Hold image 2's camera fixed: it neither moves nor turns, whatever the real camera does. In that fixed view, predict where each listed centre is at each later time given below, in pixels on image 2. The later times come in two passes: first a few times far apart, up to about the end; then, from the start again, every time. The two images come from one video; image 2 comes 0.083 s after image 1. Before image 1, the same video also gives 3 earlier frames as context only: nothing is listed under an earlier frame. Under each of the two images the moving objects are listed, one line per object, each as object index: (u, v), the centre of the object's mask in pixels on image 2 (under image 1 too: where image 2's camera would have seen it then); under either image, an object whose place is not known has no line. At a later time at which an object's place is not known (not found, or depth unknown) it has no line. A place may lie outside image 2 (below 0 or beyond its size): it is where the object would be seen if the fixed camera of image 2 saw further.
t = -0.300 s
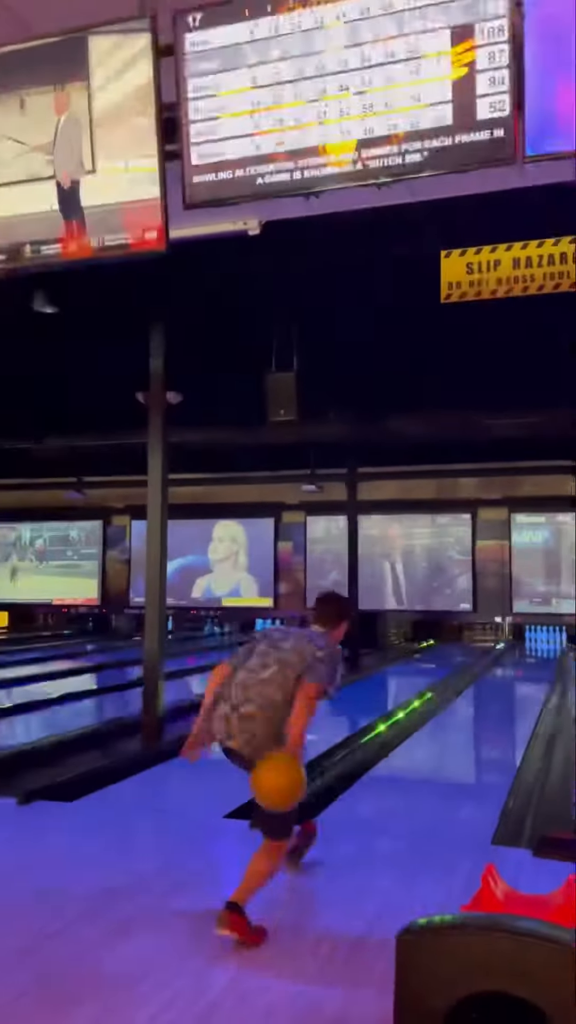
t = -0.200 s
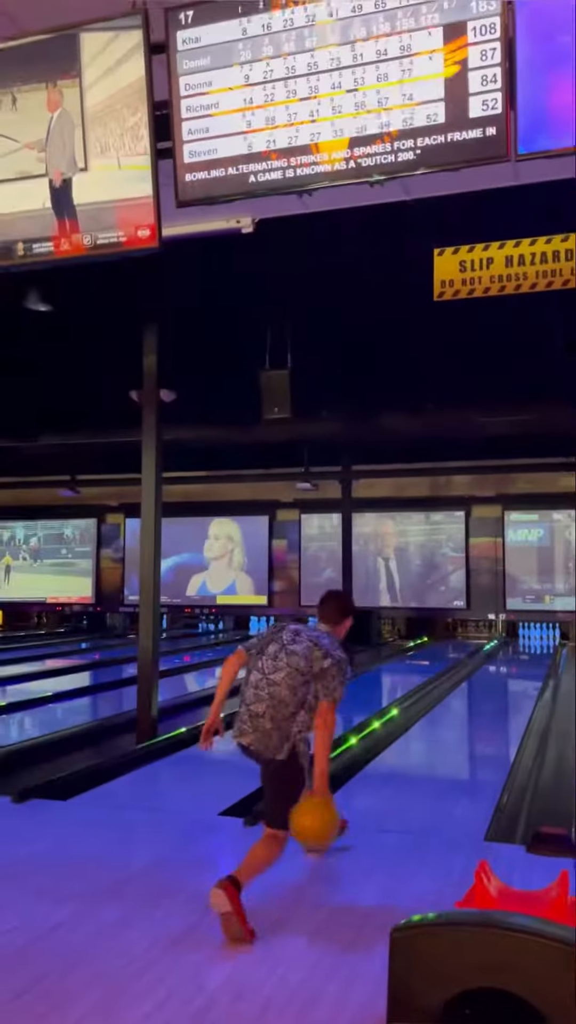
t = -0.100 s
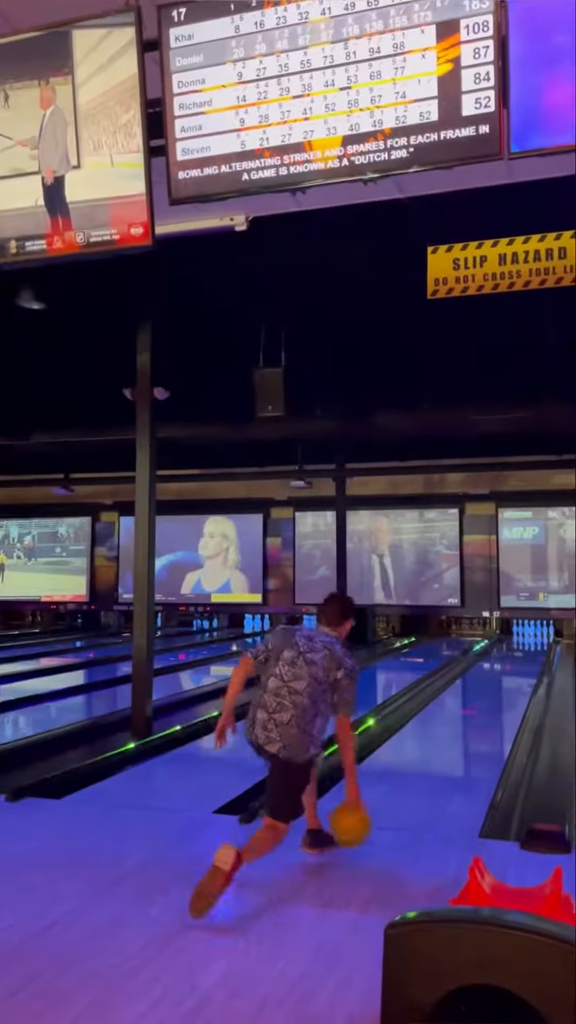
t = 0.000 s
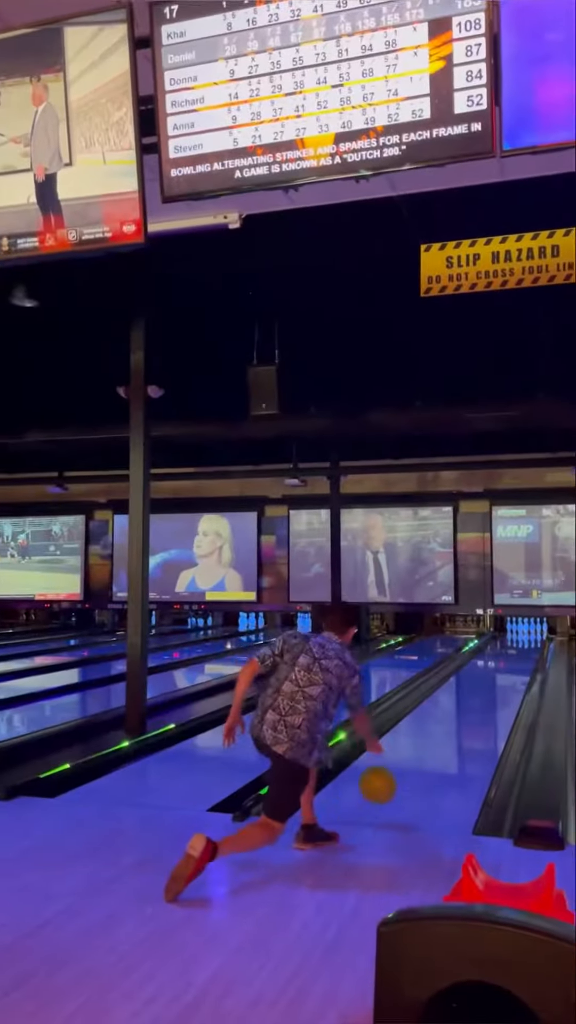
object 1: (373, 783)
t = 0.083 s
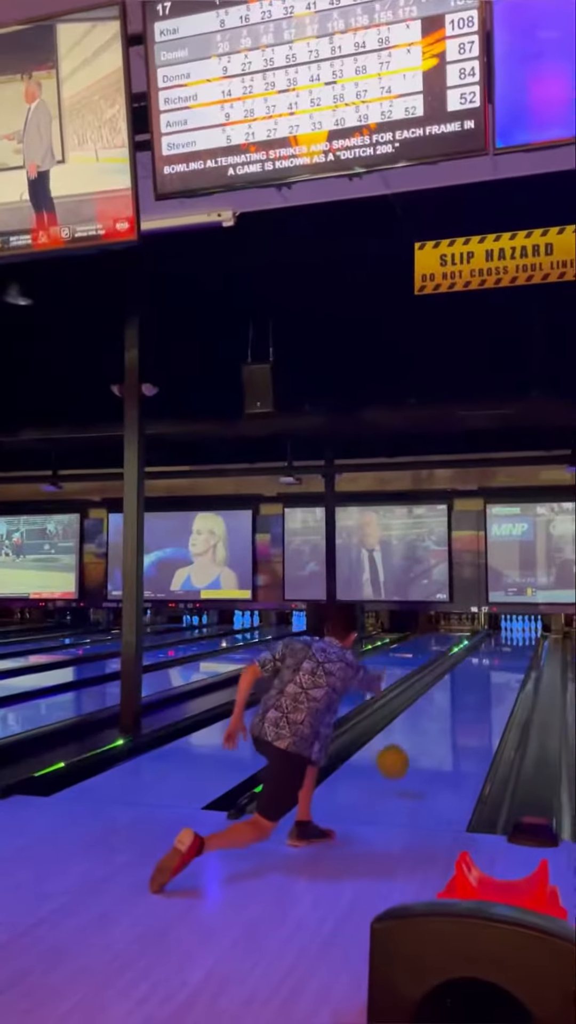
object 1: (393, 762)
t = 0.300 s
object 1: (429, 734)
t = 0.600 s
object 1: (457, 697)
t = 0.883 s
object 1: (474, 676)
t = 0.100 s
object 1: (396, 760)
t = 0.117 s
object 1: (400, 758)
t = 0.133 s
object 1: (403, 756)
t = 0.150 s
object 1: (406, 755)
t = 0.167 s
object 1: (409, 755)
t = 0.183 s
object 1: (412, 755)
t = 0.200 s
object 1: (415, 753)
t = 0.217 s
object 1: (417, 749)
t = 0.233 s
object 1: (420, 745)
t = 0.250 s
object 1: (423, 742)
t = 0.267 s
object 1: (425, 740)
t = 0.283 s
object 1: (427, 737)
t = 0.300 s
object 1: (429, 734)
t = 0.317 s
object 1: (432, 732)
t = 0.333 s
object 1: (433, 729)
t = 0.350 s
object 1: (435, 726)
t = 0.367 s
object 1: (437, 724)
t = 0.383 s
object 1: (438, 722)
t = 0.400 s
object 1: (440, 719)
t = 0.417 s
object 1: (442, 717)
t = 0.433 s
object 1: (443, 714)
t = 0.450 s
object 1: (445, 713)
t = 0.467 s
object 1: (446, 711)
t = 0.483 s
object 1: (448, 709)
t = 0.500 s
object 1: (449, 707)
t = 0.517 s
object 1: (451, 705)
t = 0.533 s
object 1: (452, 703)
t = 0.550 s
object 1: (453, 702)
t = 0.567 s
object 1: (455, 700)
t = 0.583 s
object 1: (456, 698)
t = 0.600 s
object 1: (457, 697)
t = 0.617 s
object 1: (458, 695)
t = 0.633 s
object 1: (459, 693)
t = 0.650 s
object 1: (461, 692)
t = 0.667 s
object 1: (461, 691)
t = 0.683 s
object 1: (462, 689)
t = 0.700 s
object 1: (463, 687)
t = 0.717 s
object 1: (464, 686)
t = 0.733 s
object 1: (466, 685)
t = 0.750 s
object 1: (467, 683)
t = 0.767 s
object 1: (468, 682)
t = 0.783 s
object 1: (469, 681)
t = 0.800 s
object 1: (470, 680)
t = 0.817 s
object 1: (471, 679)
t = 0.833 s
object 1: (472, 678)
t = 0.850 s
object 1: (472, 678)
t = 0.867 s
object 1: (473, 677)
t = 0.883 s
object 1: (474, 676)
